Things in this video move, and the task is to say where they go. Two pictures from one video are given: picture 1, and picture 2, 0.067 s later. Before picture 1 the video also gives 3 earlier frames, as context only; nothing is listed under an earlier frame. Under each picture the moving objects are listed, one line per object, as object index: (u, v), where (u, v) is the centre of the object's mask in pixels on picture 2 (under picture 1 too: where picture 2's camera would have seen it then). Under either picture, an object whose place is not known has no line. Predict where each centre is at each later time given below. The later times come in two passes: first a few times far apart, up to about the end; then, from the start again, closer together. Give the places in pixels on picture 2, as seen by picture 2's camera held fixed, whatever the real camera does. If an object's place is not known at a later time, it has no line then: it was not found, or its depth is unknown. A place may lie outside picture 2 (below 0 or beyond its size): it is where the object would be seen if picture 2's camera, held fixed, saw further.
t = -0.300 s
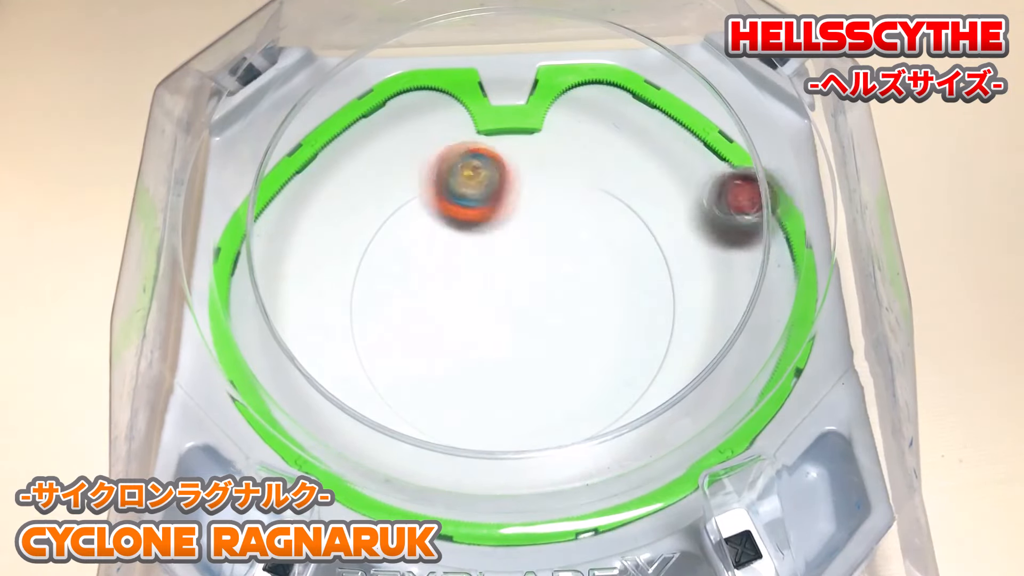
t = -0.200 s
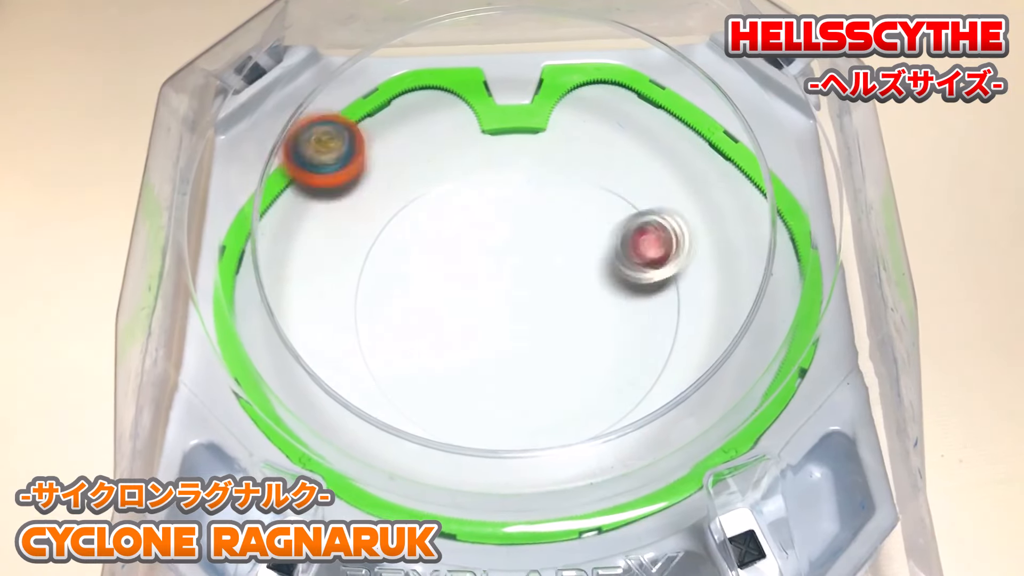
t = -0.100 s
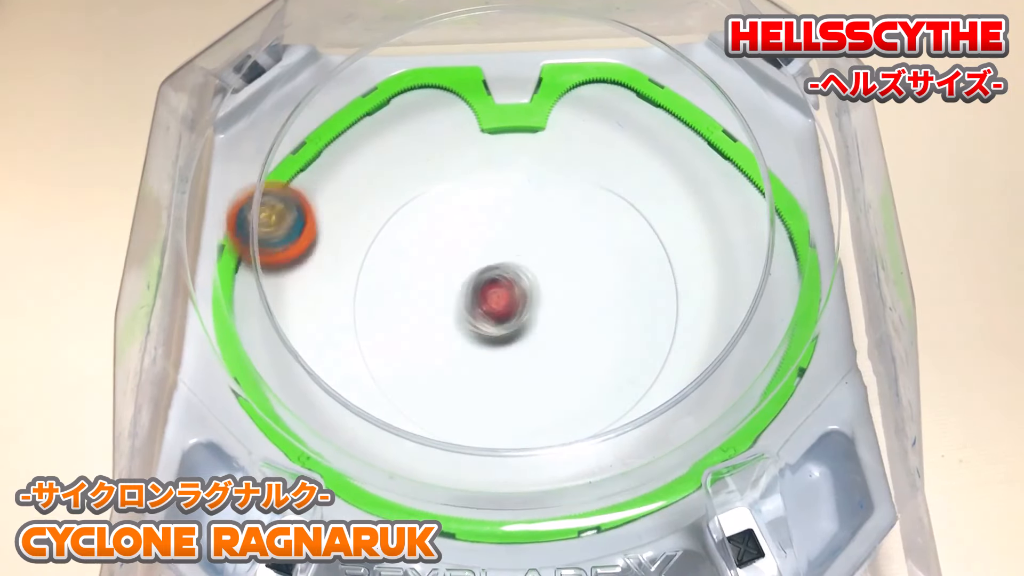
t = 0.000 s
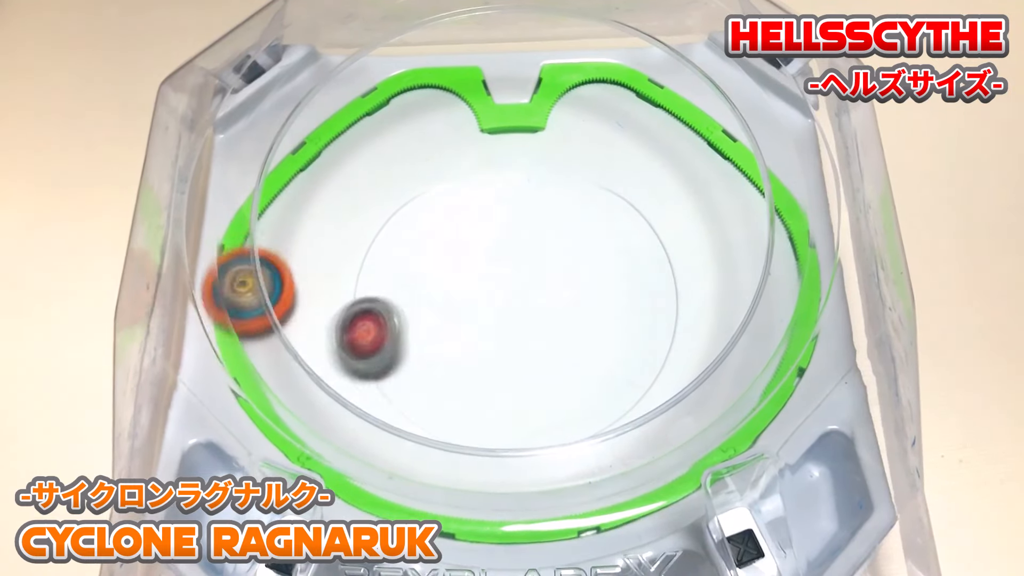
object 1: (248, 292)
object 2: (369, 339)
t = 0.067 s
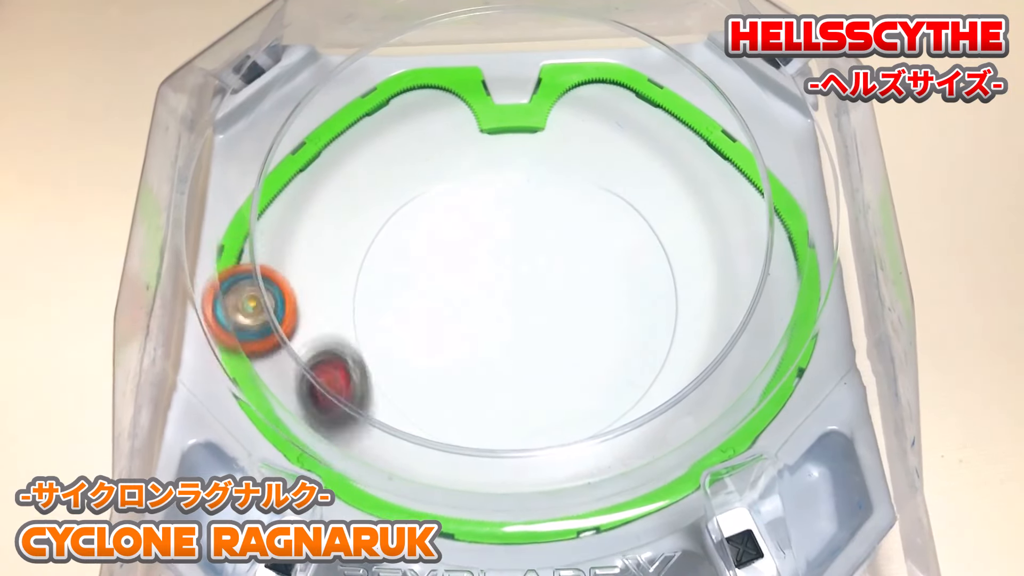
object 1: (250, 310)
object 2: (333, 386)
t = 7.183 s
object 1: (532, 213)
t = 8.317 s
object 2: (537, 227)
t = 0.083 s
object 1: (249, 302)
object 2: (345, 411)
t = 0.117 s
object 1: (250, 288)
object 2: (374, 484)
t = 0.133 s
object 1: (253, 284)
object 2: (405, 488)
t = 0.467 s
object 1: (434, 112)
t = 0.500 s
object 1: (444, 93)
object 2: (706, 170)
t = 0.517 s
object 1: (450, 88)
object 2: (701, 160)
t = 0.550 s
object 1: (459, 81)
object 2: (690, 143)
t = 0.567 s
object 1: (462, 78)
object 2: (679, 139)
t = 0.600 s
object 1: (467, 76)
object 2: (658, 135)
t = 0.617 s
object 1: (468, 76)
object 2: (648, 135)
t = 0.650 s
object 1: (470, 77)
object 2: (629, 137)
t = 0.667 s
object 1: (471, 79)
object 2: (619, 139)
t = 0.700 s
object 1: (471, 81)
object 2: (601, 148)
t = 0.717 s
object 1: (472, 83)
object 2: (592, 155)
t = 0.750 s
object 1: (472, 87)
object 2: (573, 171)
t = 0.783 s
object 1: (471, 91)
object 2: (556, 190)
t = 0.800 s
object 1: (472, 93)
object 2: (547, 202)
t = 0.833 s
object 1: (473, 96)
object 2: (529, 225)
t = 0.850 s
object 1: (473, 97)
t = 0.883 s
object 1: (475, 100)
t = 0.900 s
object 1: (476, 102)
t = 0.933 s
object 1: (478, 105)
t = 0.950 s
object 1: (480, 106)
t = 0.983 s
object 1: (483, 110)
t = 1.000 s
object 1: (485, 111)
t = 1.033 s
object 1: (488, 115)
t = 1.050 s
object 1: (489, 117)
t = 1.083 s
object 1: (492, 121)
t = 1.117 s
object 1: (495, 133)
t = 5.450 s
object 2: (665, 128)
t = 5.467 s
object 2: (653, 139)
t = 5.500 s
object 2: (631, 155)
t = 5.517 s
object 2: (621, 161)
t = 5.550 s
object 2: (601, 177)
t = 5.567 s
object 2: (591, 185)
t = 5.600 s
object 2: (572, 205)
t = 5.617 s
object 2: (564, 215)
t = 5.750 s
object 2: (549, 251)
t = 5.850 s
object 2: (588, 241)
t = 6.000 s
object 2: (626, 282)
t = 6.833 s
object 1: (525, 209)
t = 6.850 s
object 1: (525, 207)
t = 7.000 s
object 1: (528, 203)
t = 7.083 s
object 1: (530, 207)
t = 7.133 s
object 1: (531, 209)
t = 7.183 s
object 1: (532, 213)
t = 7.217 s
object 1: (533, 216)
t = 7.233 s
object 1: (534, 217)
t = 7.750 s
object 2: (409, 166)
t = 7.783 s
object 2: (380, 117)
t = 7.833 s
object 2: (381, 106)
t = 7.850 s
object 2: (389, 112)
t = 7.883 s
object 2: (407, 124)
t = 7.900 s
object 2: (414, 127)
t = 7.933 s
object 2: (430, 137)
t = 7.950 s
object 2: (436, 140)
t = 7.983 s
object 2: (448, 150)
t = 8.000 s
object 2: (455, 155)
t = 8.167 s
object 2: (505, 191)
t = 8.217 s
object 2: (518, 203)
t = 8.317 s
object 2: (537, 227)
